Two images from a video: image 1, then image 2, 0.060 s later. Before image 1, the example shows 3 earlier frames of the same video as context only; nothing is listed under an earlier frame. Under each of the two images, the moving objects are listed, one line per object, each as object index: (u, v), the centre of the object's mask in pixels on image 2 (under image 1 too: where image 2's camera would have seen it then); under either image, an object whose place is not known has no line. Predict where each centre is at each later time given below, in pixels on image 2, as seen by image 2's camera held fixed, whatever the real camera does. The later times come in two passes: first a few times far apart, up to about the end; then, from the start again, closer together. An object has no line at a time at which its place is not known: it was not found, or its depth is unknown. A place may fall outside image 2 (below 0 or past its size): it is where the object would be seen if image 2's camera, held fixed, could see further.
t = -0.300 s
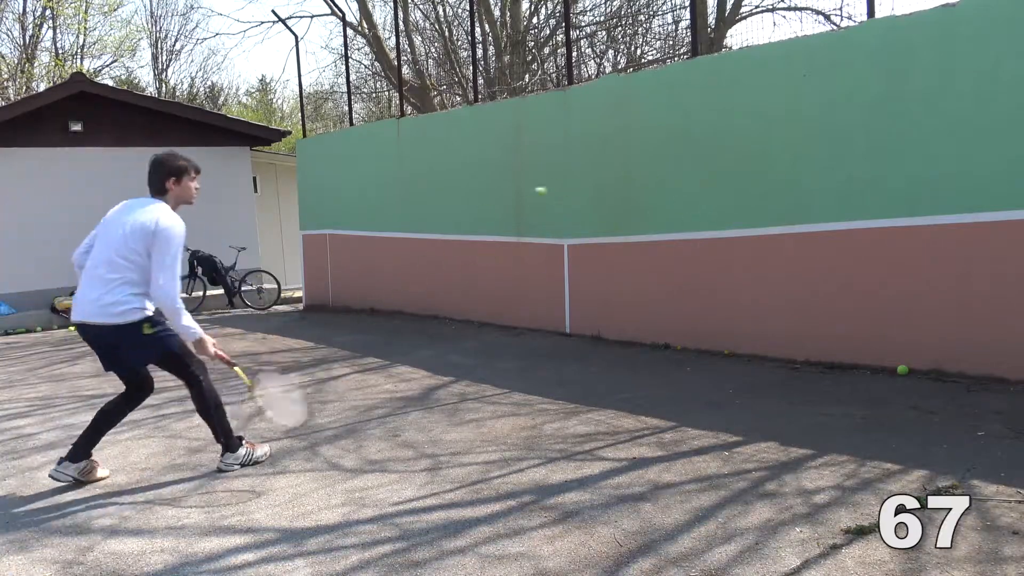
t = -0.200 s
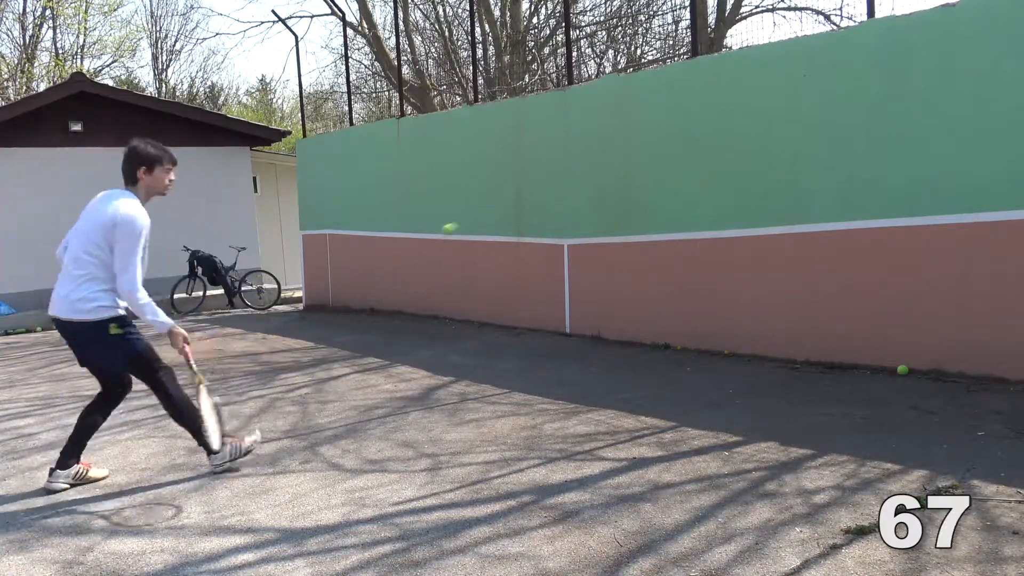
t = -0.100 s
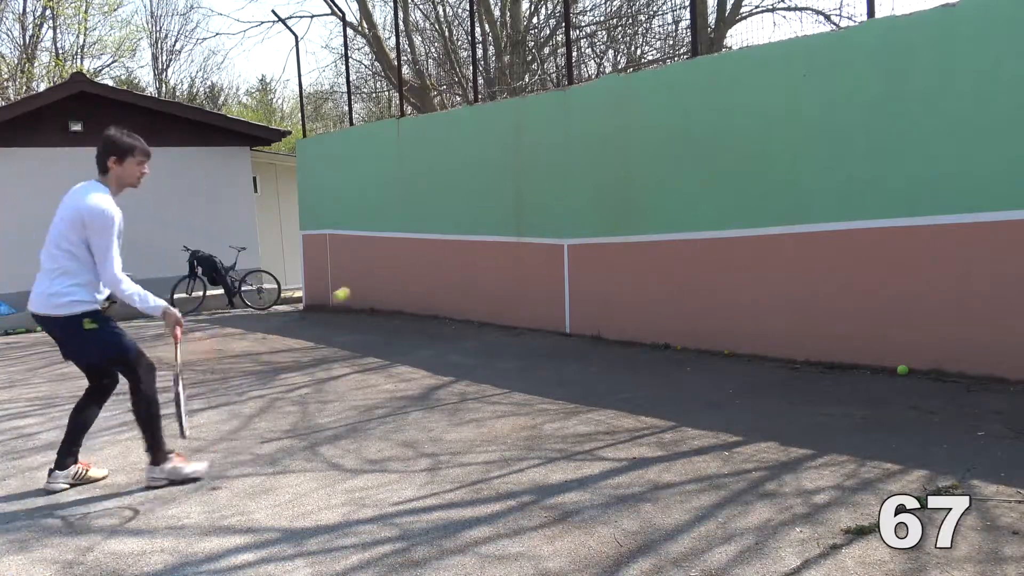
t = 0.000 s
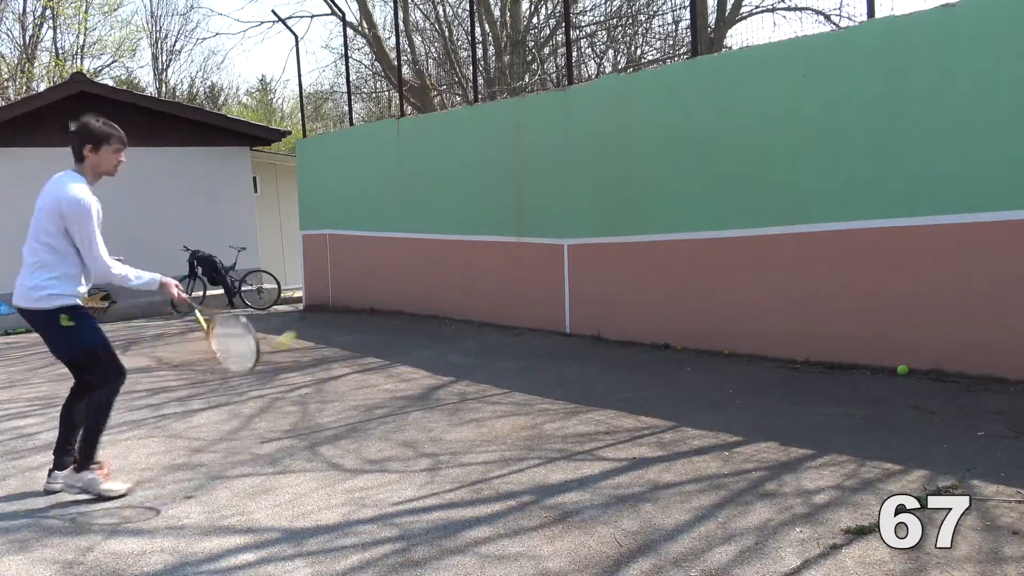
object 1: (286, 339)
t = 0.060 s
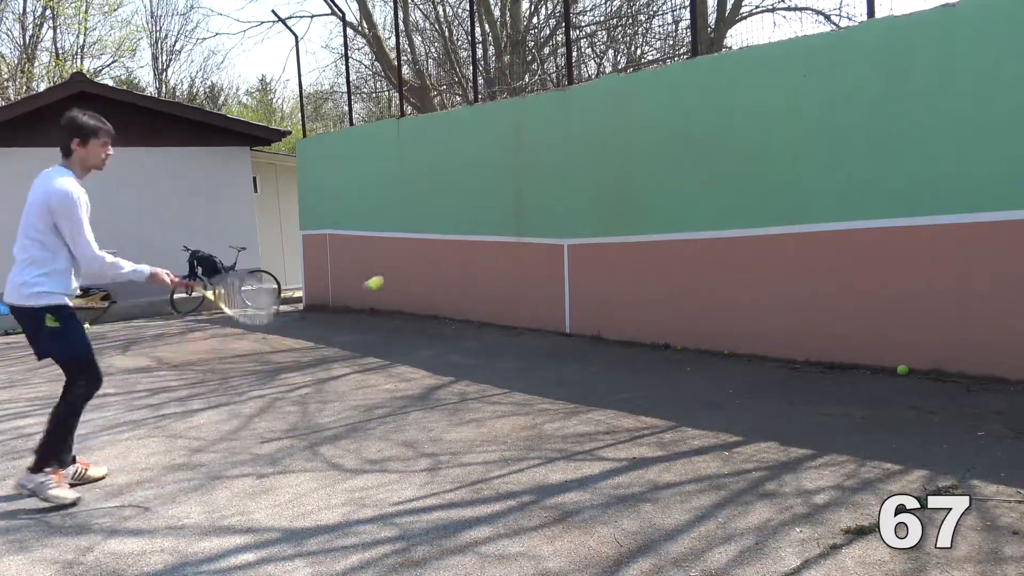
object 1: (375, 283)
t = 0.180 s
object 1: (519, 209)
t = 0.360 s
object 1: (674, 166)
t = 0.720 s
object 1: (517, 206)
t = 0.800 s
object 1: (447, 242)
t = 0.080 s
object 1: (401, 268)
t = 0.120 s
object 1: (451, 241)
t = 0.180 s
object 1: (519, 209)
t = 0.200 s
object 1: (539, 201)
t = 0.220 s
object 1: (560, 194)
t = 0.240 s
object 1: (578, 188)
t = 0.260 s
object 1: (595, 183)
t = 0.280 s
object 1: (613, 178)
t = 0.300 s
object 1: (630, 174)
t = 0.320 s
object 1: (646, 172)
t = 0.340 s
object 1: (662, 168)
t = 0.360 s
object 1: (674, 166)
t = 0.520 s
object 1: (667, 166)
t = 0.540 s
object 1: (653, 165)
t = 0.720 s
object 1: (517, 206)
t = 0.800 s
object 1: (447, 242)
